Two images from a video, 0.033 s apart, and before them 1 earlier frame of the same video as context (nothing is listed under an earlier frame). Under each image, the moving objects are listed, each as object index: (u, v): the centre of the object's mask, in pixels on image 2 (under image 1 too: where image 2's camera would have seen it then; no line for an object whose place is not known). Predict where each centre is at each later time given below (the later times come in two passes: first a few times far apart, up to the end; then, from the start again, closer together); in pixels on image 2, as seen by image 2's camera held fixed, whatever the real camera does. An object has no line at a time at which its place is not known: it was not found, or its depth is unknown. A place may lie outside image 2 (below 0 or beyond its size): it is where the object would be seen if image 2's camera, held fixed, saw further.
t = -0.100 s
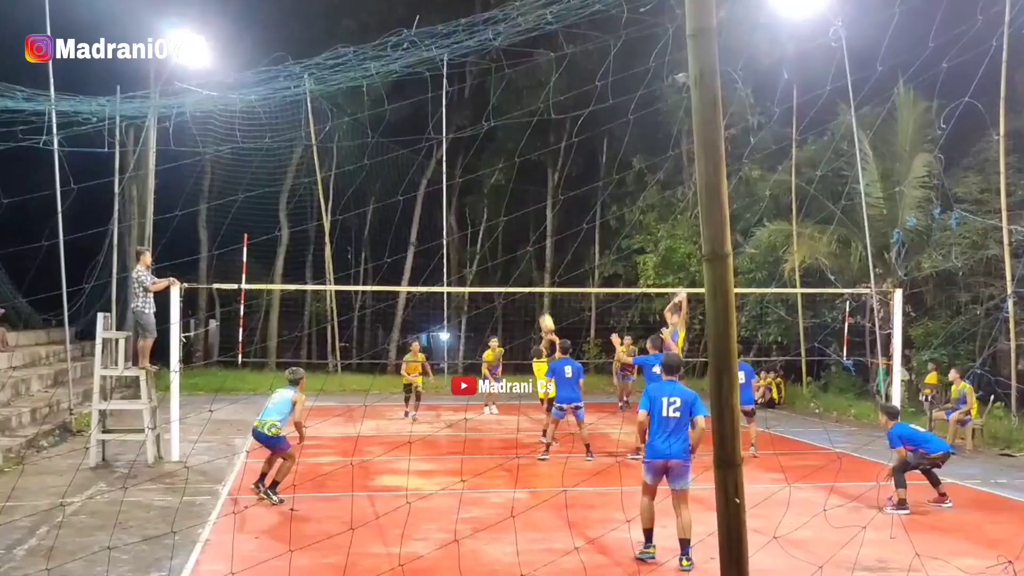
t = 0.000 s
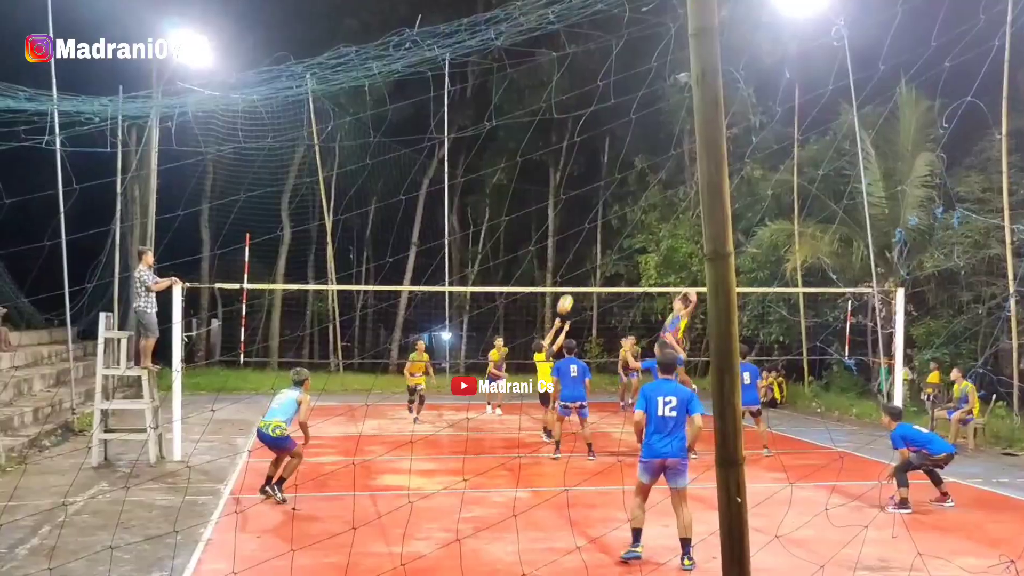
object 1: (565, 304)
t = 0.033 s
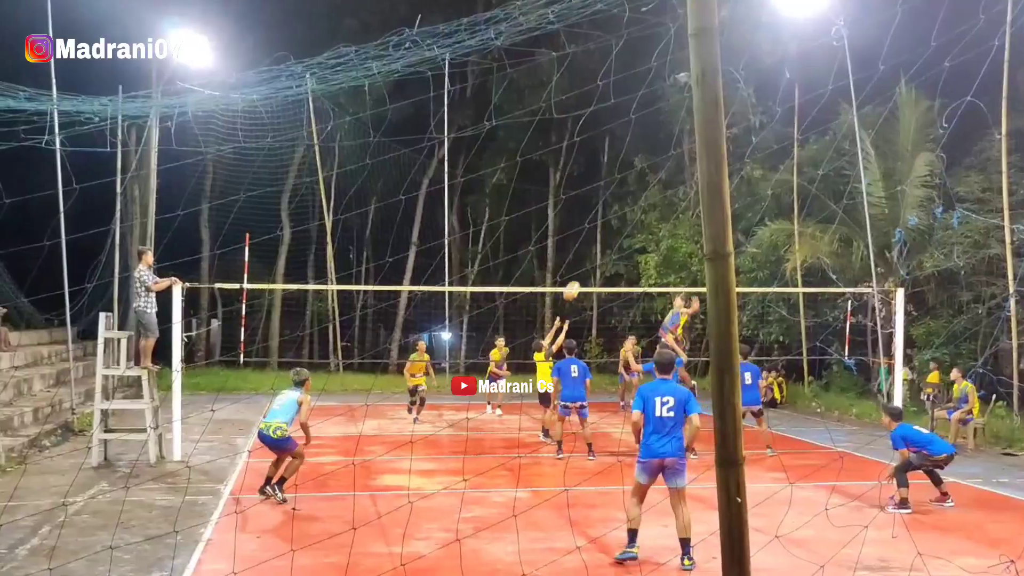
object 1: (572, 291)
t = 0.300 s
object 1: (627, 203)
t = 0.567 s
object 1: (679, 162)
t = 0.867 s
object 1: (735, 172)
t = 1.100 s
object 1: (774, 218)
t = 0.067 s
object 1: (579, 277)
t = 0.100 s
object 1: (586, 264)
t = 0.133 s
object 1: (593, 253)
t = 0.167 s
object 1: (600, 241)
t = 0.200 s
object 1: (607, 230)
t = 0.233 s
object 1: (613, 220)
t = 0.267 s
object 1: (620, 211)
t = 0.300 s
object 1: (627, 203)
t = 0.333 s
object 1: (634, 195)
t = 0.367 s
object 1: (640, 188)
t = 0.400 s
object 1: (647, 182)
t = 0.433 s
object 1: (653, 177)
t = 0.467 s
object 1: (659, 172)
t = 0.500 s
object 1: (666, 168)
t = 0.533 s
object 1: (672, 165)
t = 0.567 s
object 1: (679, 162)
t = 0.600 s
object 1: (685, 161)
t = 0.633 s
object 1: (690, 160)
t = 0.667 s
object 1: (698, 160)
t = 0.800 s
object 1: (728, 165)
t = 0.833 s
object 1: (731, 168)
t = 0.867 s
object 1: (735, 172)
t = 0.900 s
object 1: (740, 177)
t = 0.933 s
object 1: (745, 182)
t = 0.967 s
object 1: (752, 188)
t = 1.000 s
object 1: (757, 195)
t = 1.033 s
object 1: (763, 202)
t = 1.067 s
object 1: (769, 210)
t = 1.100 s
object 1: (774, 218)
